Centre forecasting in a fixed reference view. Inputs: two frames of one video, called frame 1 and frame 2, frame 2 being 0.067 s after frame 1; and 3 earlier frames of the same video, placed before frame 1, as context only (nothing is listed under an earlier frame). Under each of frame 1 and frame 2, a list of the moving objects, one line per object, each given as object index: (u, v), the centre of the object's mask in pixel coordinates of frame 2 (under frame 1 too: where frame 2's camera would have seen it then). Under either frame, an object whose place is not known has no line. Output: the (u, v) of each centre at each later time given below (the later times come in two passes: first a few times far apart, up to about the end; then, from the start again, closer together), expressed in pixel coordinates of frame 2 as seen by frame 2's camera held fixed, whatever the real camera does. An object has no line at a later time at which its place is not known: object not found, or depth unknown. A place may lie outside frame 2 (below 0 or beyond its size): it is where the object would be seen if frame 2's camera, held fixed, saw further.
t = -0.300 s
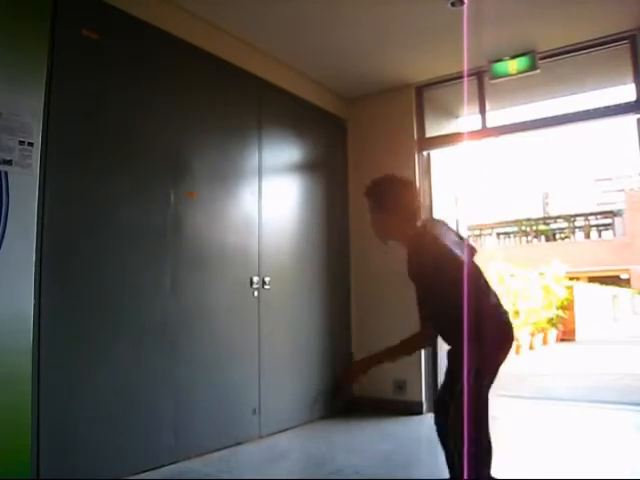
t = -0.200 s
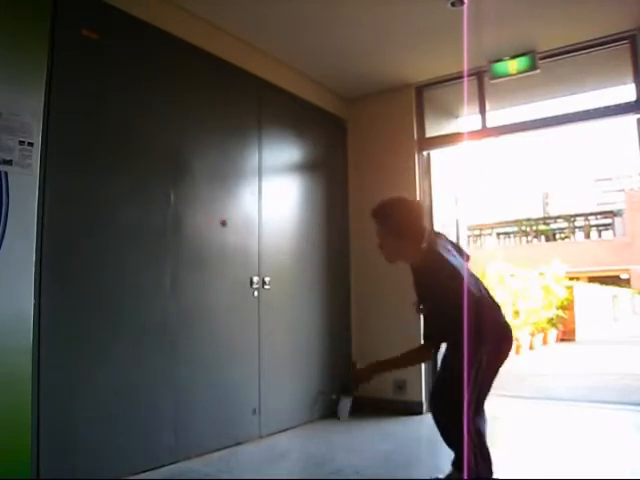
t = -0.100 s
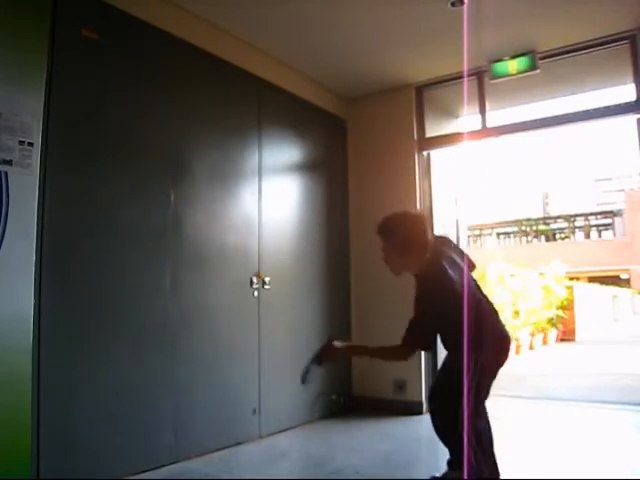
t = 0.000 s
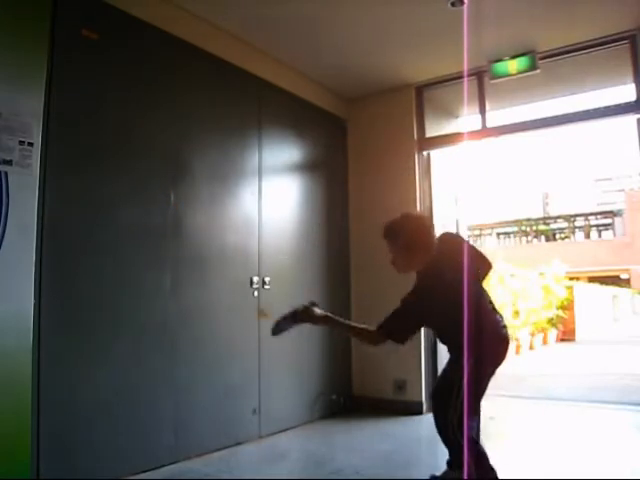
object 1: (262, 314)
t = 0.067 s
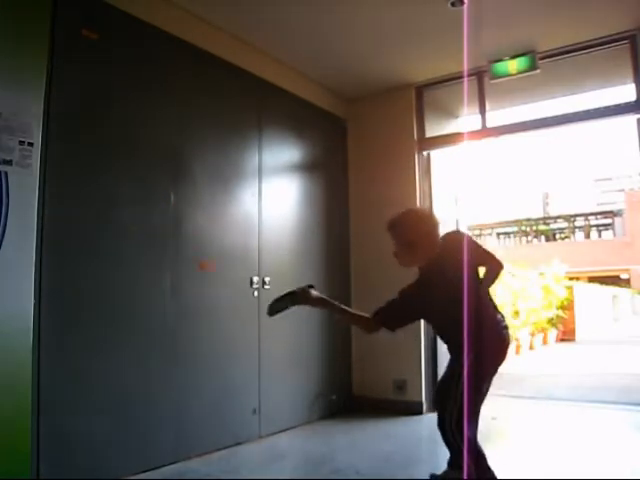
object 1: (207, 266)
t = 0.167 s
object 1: (132, 227)
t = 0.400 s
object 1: (179, 178)
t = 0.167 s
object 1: (132, 227)
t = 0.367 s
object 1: (166, 181)
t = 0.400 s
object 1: (179, 178)
